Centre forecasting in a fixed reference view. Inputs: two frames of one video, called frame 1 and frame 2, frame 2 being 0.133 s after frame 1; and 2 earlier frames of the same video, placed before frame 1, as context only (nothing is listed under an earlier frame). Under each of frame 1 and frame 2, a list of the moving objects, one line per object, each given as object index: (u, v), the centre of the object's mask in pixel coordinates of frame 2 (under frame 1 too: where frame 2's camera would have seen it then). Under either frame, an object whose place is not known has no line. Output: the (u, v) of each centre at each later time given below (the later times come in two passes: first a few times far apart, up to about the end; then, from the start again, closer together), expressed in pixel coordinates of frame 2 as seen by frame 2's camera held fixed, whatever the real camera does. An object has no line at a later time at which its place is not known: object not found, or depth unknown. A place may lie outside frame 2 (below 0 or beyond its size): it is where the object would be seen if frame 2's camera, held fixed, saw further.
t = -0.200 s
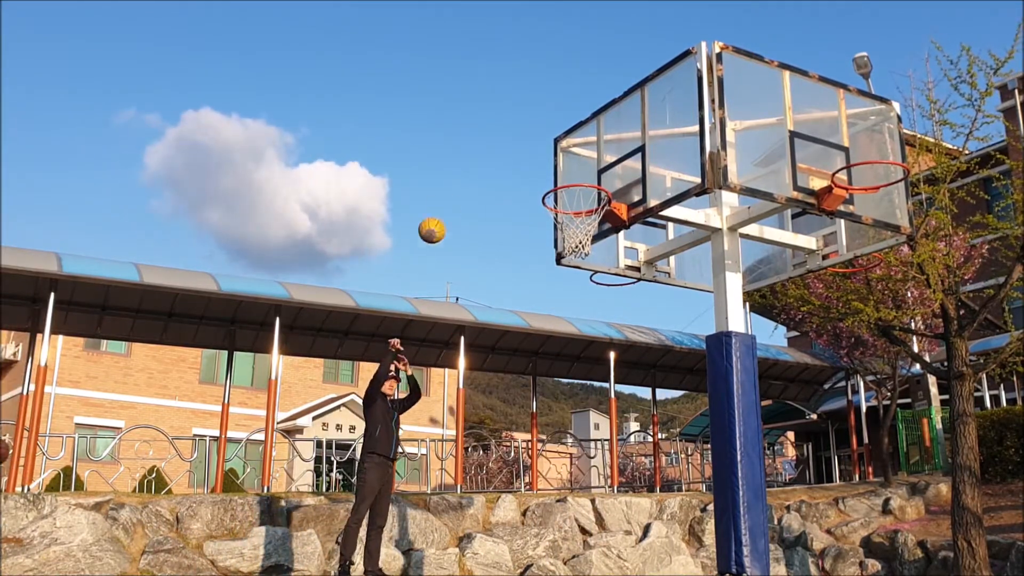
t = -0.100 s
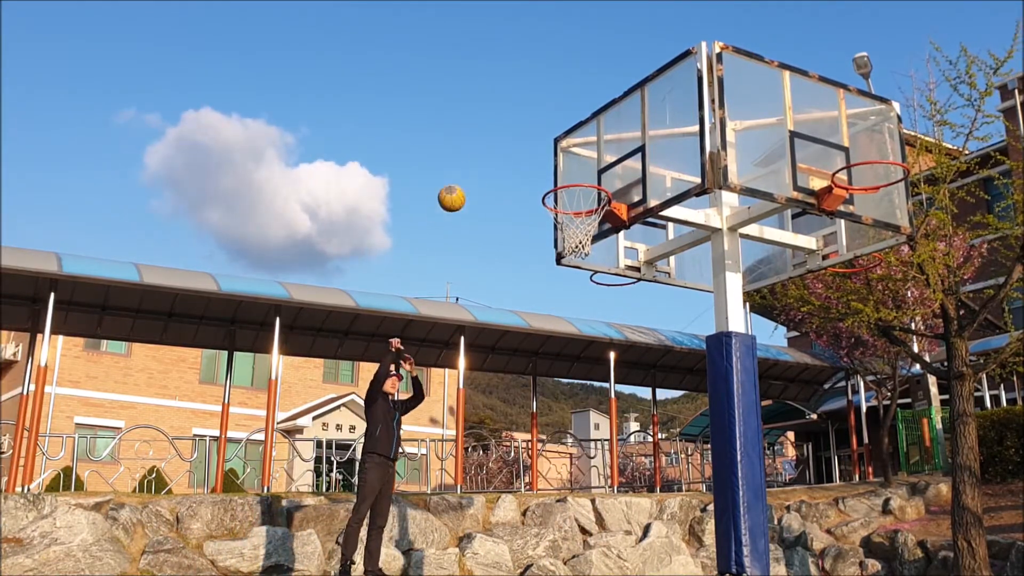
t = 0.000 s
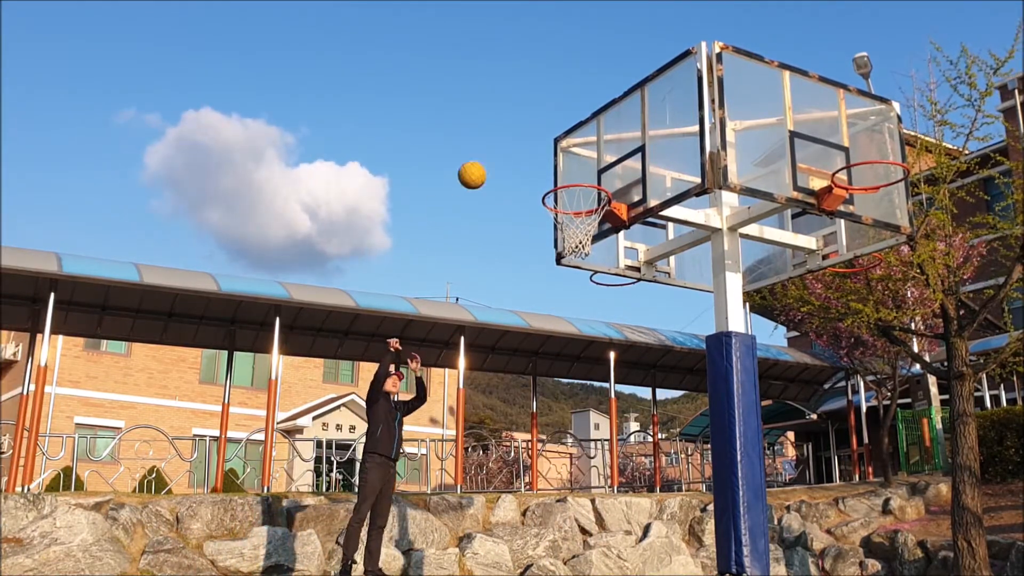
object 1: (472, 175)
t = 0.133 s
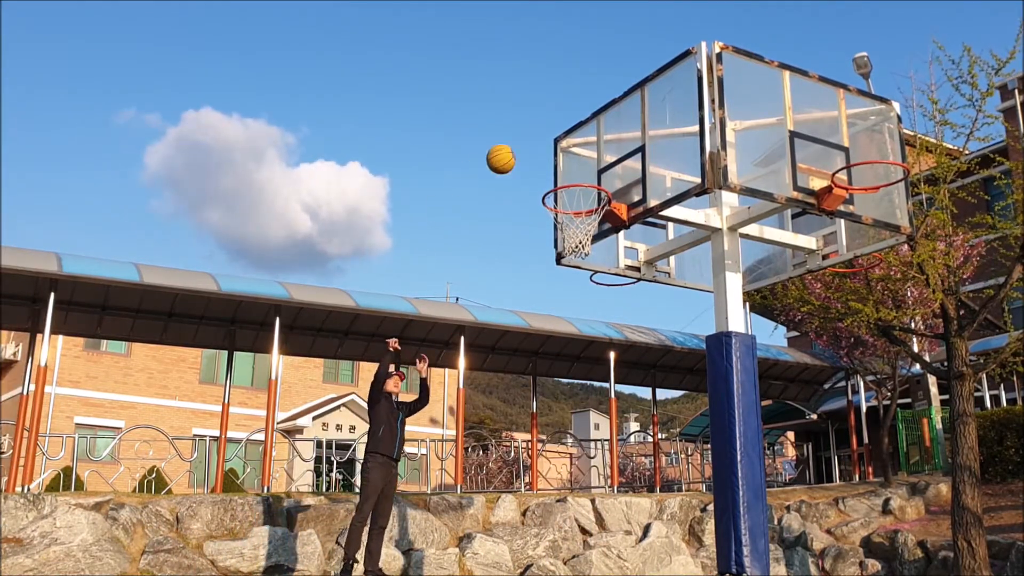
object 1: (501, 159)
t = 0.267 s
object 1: (532, 163)
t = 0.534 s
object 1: (592, 226)
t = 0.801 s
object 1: (588, 258)
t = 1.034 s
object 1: (580, 374)
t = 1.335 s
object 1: (559, 486)
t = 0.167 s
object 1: (508, 158)
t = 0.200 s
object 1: (516, 158)
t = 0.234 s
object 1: (524, 160)
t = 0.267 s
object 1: (532, 163)
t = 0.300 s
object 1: (541, 167)
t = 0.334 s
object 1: (549, 173)
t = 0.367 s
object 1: (558, 180)
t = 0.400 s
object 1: (567, 190)
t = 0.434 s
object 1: (578, 202)
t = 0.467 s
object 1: (587, 211)
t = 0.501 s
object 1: (594, 212)
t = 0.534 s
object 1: (592, 226)
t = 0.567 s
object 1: (592, 224)
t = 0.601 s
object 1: (591, 224)
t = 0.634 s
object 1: (592, 226)
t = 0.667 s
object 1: (593, 229)
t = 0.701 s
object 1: (592, 233)
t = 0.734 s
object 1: (591, 240)
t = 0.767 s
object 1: (589, 248)
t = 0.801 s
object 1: (588, 258)
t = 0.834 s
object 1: (586, 269)
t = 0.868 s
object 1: (584, 282)
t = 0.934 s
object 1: (582, 314)
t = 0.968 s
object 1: (582, 332)
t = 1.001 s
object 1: (581, 352)
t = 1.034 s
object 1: (580, 374)
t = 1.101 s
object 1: (576, 452)
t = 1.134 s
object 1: (575, 482)
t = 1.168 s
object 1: (574, 514)
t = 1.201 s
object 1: (573, 550)
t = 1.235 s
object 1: (569, 558)
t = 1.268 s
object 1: (566, 532)
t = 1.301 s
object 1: (562, 508)
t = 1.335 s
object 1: (559, 486)
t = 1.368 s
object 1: (555, 466)
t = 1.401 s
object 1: (552, 447)
